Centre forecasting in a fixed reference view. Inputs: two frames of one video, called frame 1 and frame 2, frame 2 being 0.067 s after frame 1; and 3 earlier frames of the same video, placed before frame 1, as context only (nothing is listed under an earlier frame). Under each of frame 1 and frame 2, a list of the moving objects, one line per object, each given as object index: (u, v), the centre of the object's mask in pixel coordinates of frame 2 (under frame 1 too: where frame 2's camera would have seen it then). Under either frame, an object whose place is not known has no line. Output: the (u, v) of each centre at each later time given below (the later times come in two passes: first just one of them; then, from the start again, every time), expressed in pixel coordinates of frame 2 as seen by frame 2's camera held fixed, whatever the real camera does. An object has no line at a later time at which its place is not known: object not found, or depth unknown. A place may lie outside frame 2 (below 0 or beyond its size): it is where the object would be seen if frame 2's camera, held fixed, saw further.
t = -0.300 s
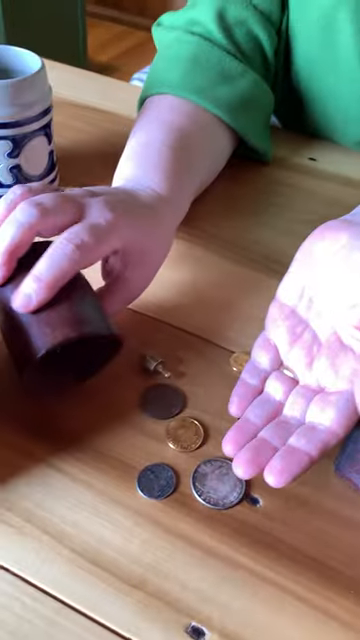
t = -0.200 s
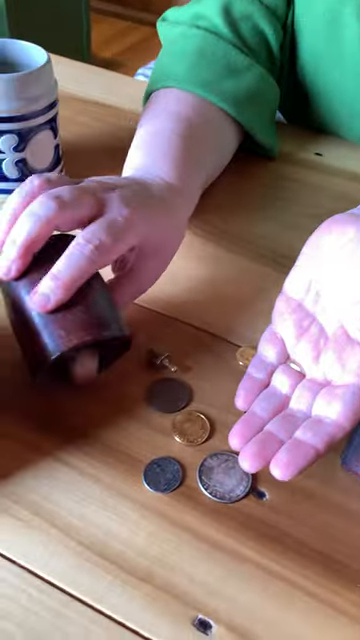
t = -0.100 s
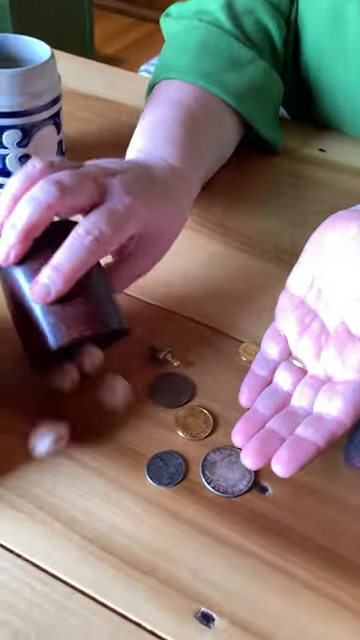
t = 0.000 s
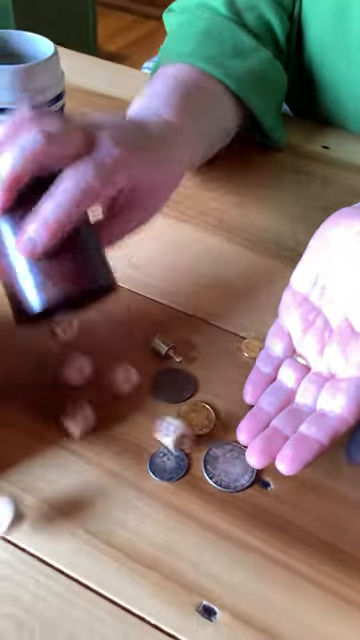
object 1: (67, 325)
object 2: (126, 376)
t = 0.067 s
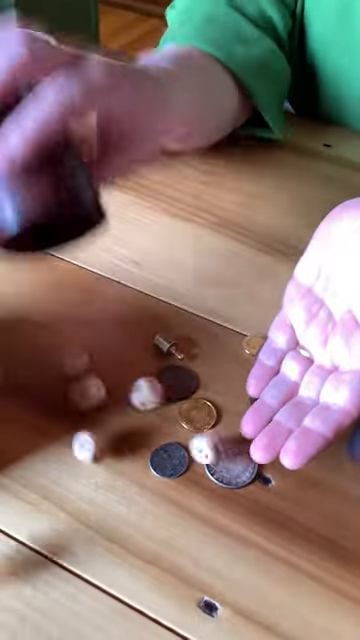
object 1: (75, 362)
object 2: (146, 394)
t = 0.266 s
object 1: (84, 428)
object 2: (192, 435)
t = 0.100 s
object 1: (77, 373)
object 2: (155, 400)
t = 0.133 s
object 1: (83, 388)
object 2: (166, 406)
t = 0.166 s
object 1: (86, 399)
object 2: (173, 412)
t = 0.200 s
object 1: (87, 412)
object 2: (178, 420)
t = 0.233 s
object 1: (85, 418)
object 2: (184, 428)
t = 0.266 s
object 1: (84, 428)
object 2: (192, 435)
